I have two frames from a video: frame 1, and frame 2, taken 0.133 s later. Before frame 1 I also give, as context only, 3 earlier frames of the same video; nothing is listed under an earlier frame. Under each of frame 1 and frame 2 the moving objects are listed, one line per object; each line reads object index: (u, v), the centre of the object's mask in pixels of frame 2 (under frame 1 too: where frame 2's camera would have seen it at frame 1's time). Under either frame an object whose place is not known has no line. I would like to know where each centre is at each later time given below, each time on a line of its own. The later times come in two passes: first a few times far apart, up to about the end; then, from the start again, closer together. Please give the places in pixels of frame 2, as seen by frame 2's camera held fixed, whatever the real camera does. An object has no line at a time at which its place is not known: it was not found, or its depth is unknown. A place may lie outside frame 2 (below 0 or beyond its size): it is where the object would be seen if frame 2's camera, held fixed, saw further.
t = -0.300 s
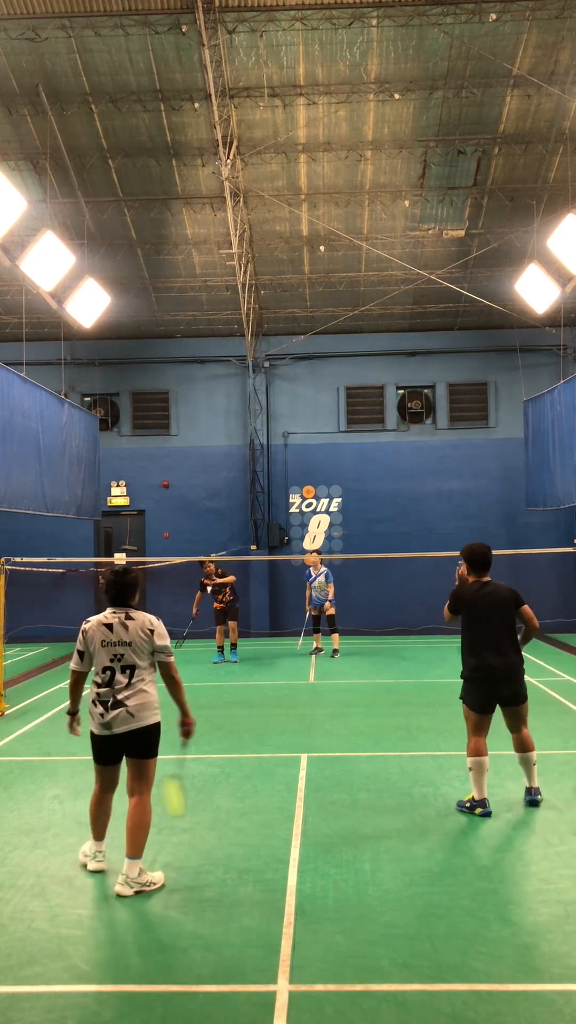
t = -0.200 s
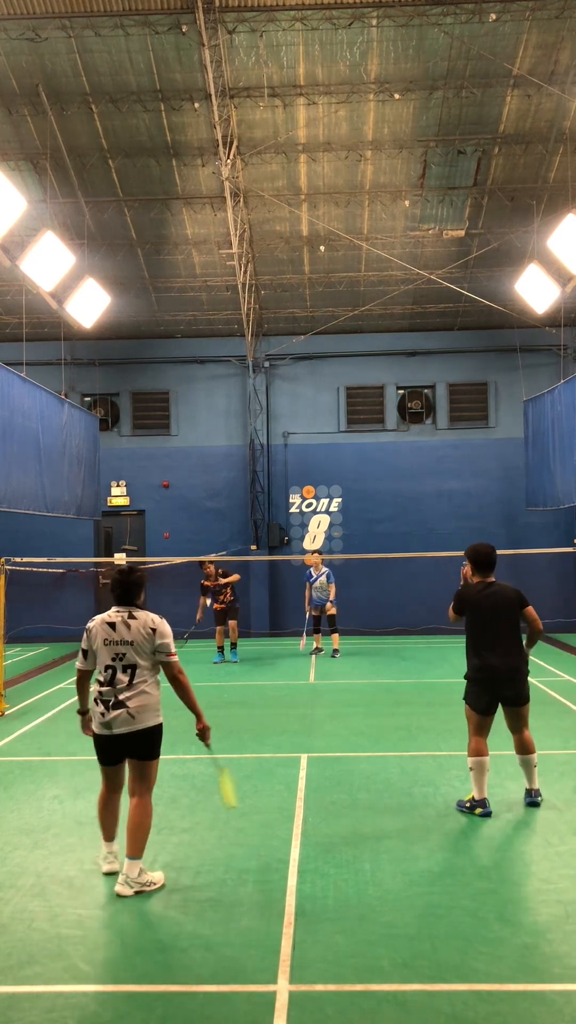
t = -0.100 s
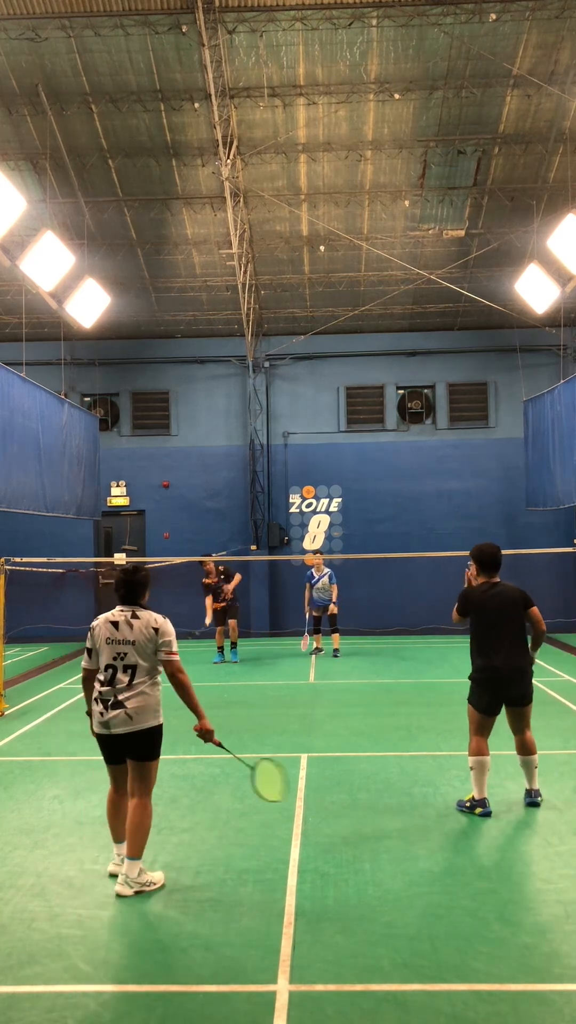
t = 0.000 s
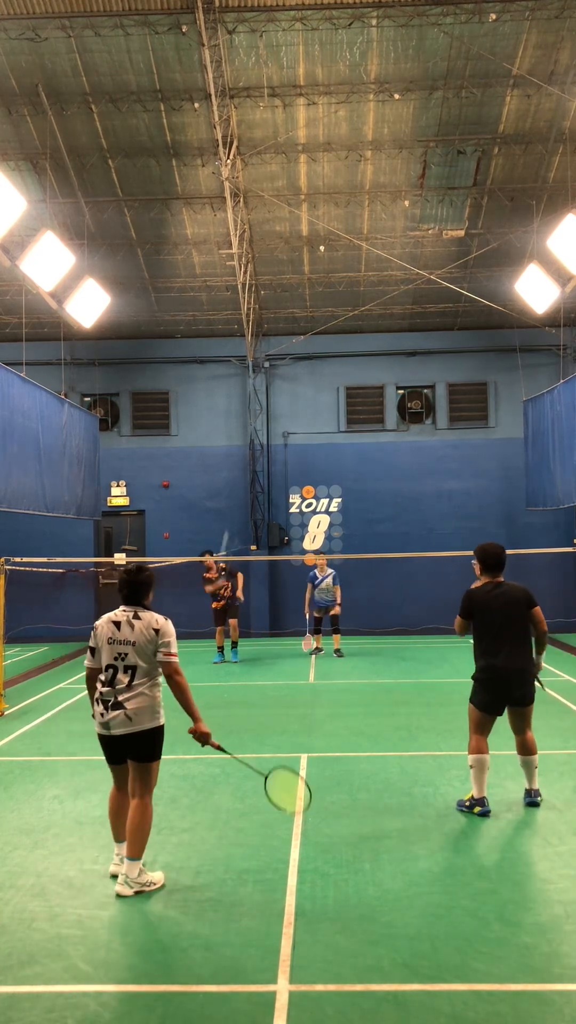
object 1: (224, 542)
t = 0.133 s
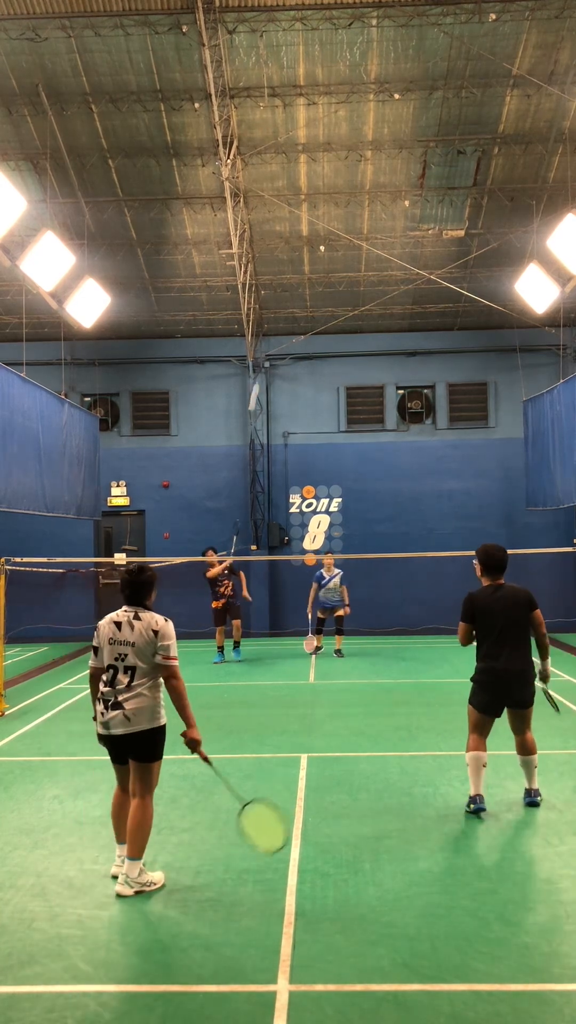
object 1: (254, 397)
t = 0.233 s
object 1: (274, 310)
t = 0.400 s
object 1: (304, 199)
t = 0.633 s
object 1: (344, 104)
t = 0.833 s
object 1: (379, 76)
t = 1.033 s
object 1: (413, 101)
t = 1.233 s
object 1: (446, 192)
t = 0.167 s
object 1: (260, 366)
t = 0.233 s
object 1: (274, 310)
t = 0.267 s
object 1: (280, 285)
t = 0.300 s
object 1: (287, 262)
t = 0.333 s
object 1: (292, 239)
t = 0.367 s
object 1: (298, 219)
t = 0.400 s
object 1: (304, 199)
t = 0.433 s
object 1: (310, 182)
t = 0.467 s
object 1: (316, 166)
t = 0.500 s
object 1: (322, 151)
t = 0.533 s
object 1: (328, 137)
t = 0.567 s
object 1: (333, 125)
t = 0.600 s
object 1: (339, 114)
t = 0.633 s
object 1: (344, 104)
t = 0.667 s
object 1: (351, 96)
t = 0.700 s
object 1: (356, 89)
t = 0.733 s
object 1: (362, 84)
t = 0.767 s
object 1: (368, 80)
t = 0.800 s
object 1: (373, 77)
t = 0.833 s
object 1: (379, 76)
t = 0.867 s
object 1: (385, 75)
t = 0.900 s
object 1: (391, 77)
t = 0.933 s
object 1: (397, 80)
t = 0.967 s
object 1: (402, 86)
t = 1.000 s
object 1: (408, 93)
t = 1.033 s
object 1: (413, 101)
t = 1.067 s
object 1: (419, 112)
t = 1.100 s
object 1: (424, 124)
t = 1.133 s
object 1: (430, 138)
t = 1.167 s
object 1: (435, 154)
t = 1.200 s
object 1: (441, 172)
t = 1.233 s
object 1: (446, 192)
